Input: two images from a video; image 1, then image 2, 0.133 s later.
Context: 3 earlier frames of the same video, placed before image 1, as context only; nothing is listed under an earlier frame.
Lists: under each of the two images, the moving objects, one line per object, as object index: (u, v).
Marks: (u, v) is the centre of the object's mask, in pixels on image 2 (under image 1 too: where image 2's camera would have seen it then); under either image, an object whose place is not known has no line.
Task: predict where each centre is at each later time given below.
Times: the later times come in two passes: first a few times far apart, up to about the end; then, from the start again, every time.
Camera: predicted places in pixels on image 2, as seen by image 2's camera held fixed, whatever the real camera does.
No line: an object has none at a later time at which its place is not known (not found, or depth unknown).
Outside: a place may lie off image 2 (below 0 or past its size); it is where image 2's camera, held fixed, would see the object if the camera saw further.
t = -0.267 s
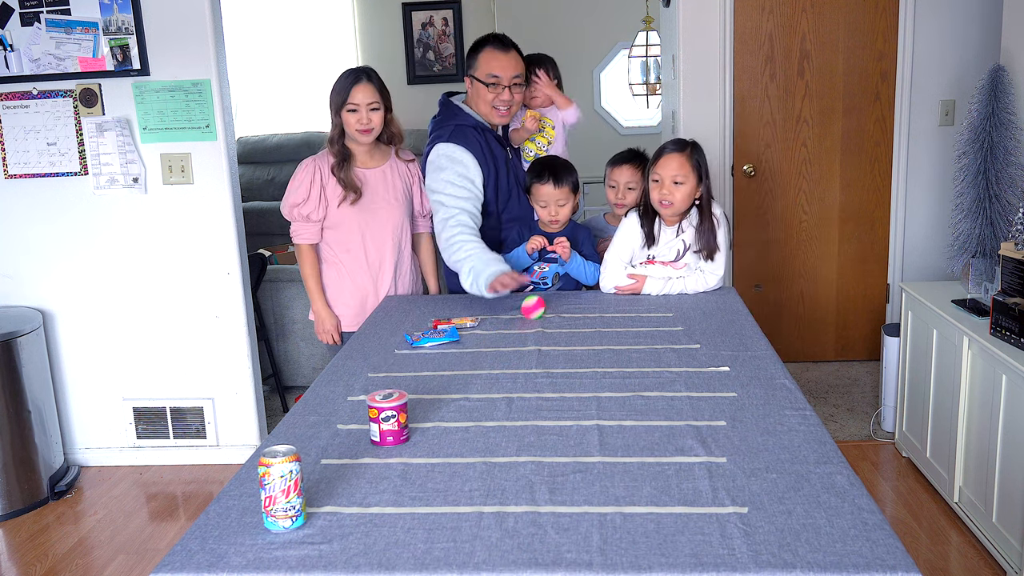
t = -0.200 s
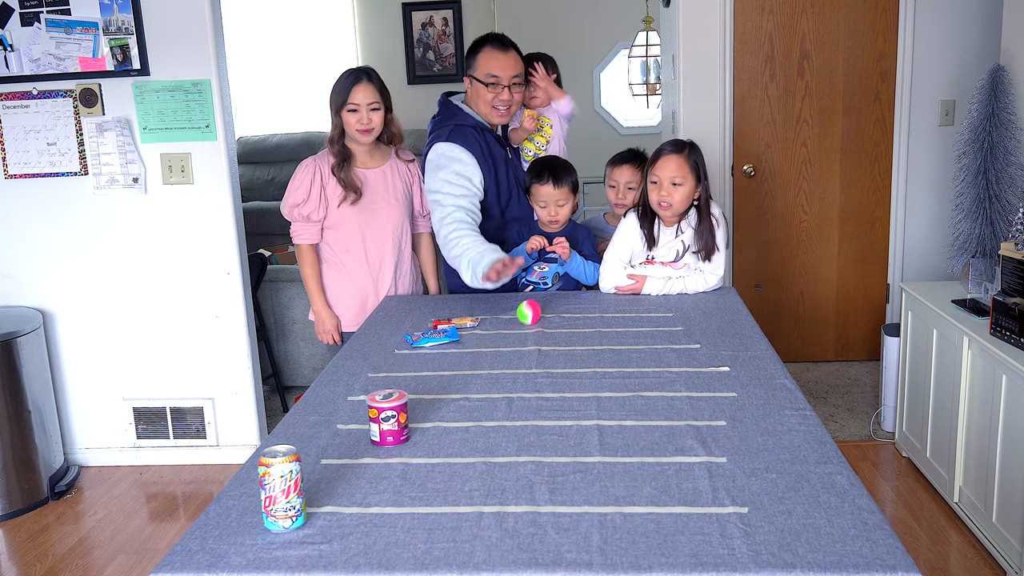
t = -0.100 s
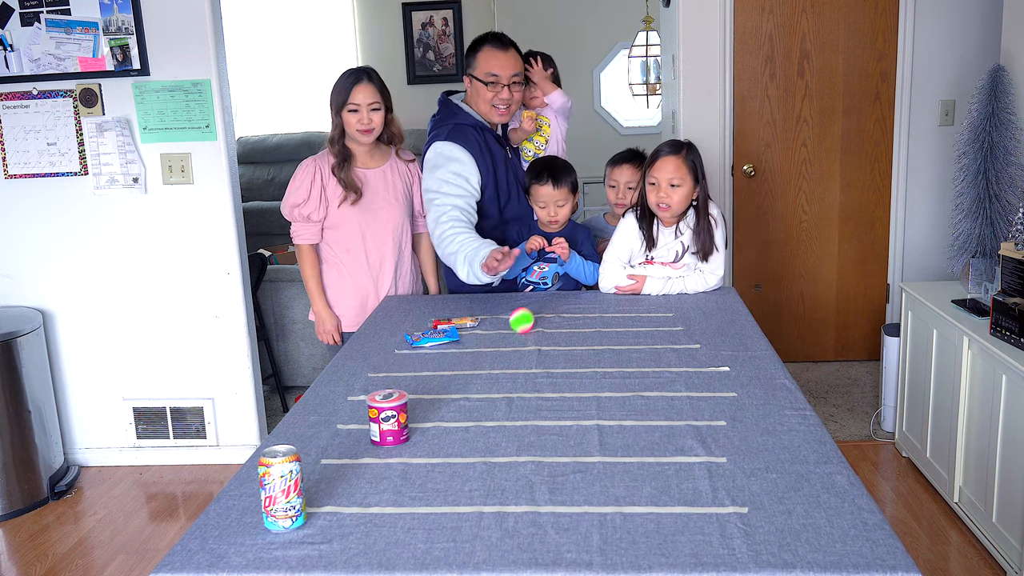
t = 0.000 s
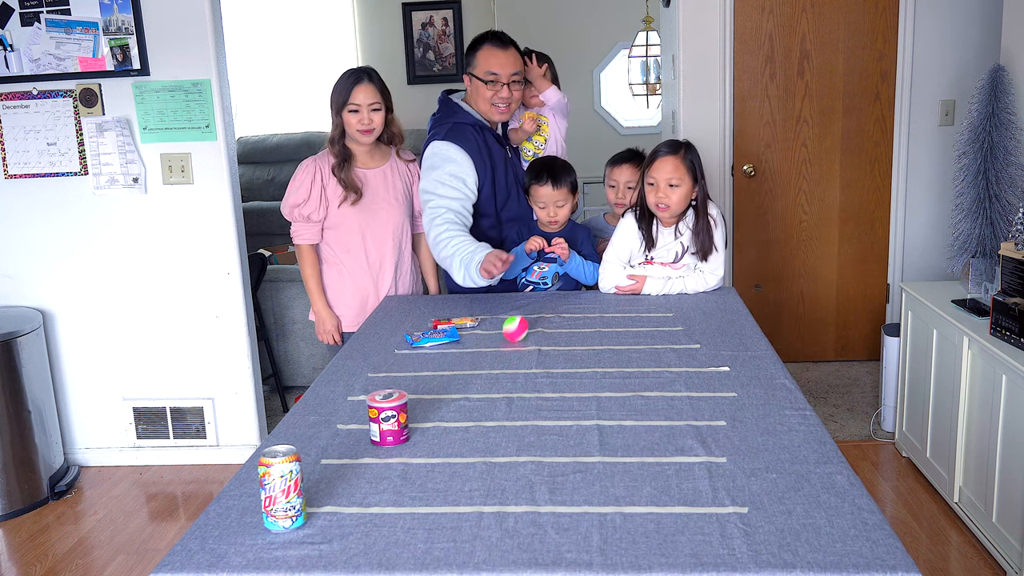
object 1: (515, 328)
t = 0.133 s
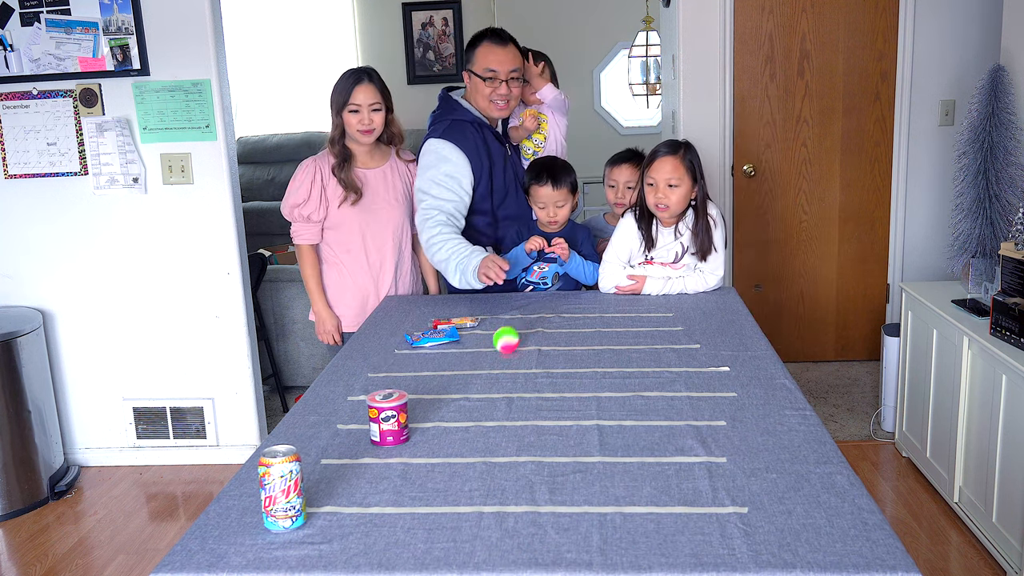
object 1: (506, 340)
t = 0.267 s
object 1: (497, 351)
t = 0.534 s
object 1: (477, 374)
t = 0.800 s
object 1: (457, 399)
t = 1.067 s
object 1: (439, 425)
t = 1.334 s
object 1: (421, 449)
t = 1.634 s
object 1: (401, 476)
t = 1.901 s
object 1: (388, 495)
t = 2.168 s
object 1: (377, 512)
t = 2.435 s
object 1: (363, 525)
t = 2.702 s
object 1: (356, 528)
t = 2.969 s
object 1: (358, 527)
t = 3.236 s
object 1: (363, 524)
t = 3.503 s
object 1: (367, 520)
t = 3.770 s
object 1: (366, 520)
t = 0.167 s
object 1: (503, 342)
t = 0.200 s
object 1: (501, 344)
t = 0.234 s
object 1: (499, 348)
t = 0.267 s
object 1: (497, 351)
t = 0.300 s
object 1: (494, 354)
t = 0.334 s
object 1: (492, 357)
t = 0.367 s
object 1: (489, 360)
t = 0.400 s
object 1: (487, 363)
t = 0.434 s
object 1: (484, 366)
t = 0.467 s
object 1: (482, 369)
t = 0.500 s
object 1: (480, 371)
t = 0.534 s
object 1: (477, 374)
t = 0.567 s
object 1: (475, 378)
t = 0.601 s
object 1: (472, 381)
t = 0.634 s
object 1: (470, 384)
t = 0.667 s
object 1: (467, 387)
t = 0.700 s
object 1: (465, 390)
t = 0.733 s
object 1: (462, 393)
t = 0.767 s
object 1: (460, 397)
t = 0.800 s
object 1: (457, 399)
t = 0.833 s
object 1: (455, 402)
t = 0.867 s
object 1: (453, 405)
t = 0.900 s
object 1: (451, 409)
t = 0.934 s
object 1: (449, 412)
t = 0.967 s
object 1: (446, 415)
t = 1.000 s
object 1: (444, 418)
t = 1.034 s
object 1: (441, 421)
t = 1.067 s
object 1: (439, 425)
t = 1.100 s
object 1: (436, 428)
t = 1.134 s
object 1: (434, 431)
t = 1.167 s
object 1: (431, 435)
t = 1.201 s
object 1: (429, 437)
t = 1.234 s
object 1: (427, 440)
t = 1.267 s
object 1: (425, 443)
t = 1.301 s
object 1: (423, 446)
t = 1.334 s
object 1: (421, 449)
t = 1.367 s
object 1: (419, 452)
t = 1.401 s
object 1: (417, 455)
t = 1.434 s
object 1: (415, 458)
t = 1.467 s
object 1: (413, 461)
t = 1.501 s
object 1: (411, 464)
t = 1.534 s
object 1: (408, 467)
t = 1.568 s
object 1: (406, 470)
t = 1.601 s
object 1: (403, 473)
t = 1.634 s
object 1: (401, 476)
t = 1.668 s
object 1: (399, 479)
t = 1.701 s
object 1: (397, 481)
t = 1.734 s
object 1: (396, 484)
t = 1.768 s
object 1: (394, 486)
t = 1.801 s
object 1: (392, 488)
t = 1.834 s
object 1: (391, 490)
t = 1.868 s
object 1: (390, 493)
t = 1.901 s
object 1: (388, 495)
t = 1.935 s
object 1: (387, 497)
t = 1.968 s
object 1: (386, 499)
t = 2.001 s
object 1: (384, 501)
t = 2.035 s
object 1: (383, 503)
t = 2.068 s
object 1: (381, 506)
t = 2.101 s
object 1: (380, 508)
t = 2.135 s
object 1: (379, 510)
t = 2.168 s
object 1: (377, 512)
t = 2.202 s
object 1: (376, 514)
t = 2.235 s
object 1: (374, 515)
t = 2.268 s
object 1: (373, 517)
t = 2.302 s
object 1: (371, 519)
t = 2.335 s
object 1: (369, 521)
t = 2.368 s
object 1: (367, 522)
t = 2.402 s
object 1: (365, 524)
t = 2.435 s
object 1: (363, 525)
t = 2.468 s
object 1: (361, 526)
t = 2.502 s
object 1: (359, 526)
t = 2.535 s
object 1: (358, 527)
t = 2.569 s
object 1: (357, 527)
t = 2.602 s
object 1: (356, 528)
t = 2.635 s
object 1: (356, 528)
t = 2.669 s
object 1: (356, 528)
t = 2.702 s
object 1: (356, 528)
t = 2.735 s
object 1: (355, 528)
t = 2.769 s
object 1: (356, 528)
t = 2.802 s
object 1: (356, 528)
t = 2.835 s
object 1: (356, 528)
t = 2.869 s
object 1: (356, 528)
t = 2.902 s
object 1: (357, 527)
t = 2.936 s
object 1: (357, 527)
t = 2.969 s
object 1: (358, 527)
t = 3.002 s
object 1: (358, 527)
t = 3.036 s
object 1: (359, 527)
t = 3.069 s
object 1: (359, 527)
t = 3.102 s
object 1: (360, 526)
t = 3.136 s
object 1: (361, 526)
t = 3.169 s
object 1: (361, 525)
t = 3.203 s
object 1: (362, 525)
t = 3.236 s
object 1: (363, 524)
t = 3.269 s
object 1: (363, 524)
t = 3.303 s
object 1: (364, 523)
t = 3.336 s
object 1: (365, 523)
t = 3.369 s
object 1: (366, 522)
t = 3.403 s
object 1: (366, 521)
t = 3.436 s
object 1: (367, 521)
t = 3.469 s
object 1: (367, 520)
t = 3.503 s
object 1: (367, 520)
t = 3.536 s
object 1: (367, 519)
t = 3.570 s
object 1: (366, 519)
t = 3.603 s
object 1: (366, 519)
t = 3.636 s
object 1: (366, 519)
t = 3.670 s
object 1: (366, 519)
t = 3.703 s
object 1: (366, 519)
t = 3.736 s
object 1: (366, 520)
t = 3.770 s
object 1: (366, 520)
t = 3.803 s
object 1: (366, 520)
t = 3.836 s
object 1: (366, 520)
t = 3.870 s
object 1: (365, 521)
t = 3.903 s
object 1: (365, 521)
